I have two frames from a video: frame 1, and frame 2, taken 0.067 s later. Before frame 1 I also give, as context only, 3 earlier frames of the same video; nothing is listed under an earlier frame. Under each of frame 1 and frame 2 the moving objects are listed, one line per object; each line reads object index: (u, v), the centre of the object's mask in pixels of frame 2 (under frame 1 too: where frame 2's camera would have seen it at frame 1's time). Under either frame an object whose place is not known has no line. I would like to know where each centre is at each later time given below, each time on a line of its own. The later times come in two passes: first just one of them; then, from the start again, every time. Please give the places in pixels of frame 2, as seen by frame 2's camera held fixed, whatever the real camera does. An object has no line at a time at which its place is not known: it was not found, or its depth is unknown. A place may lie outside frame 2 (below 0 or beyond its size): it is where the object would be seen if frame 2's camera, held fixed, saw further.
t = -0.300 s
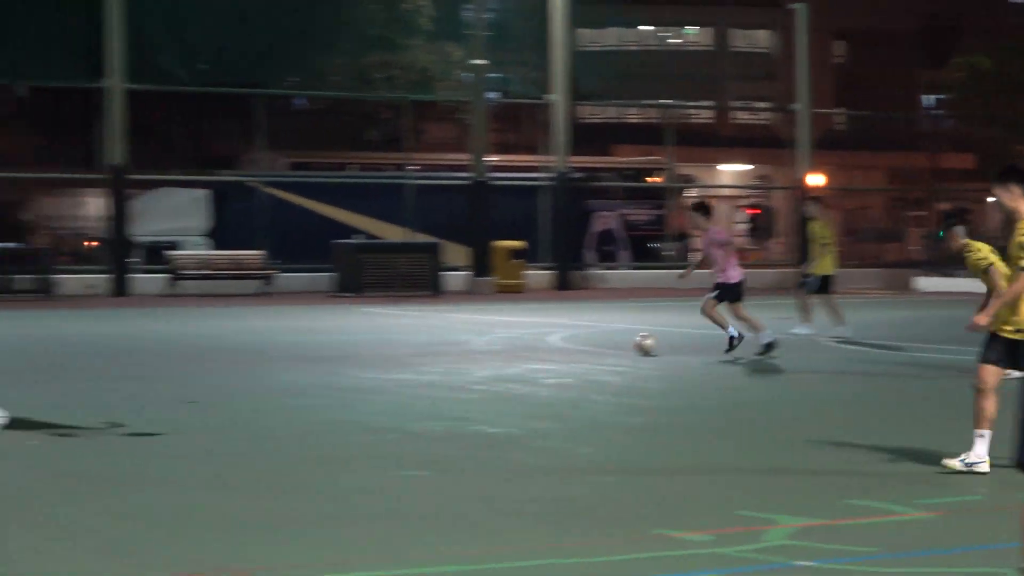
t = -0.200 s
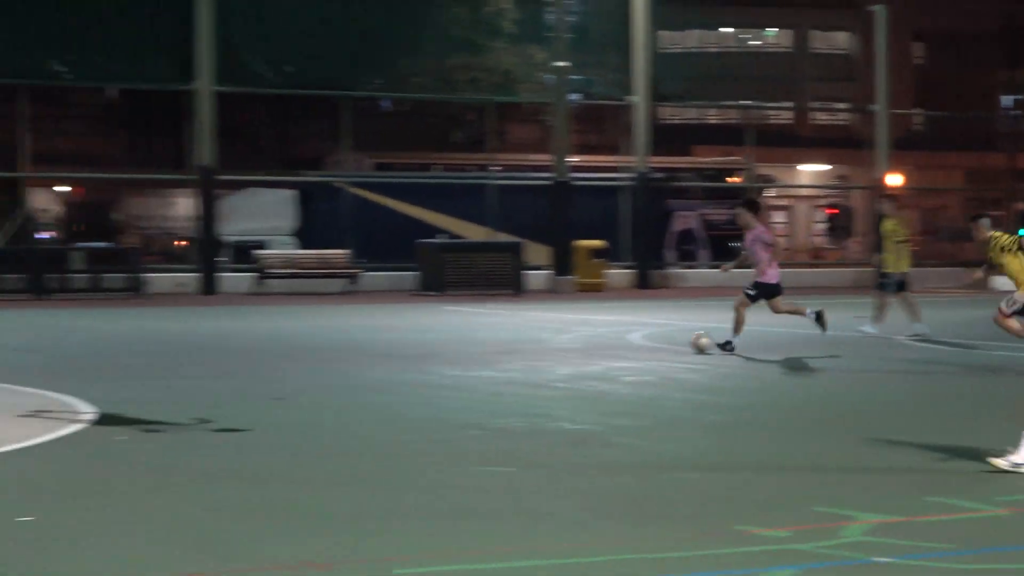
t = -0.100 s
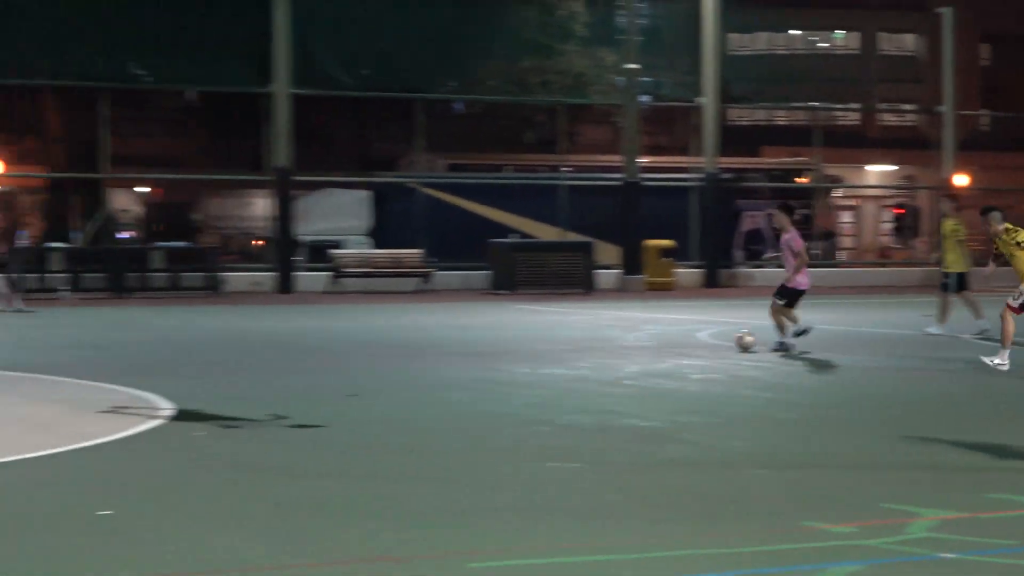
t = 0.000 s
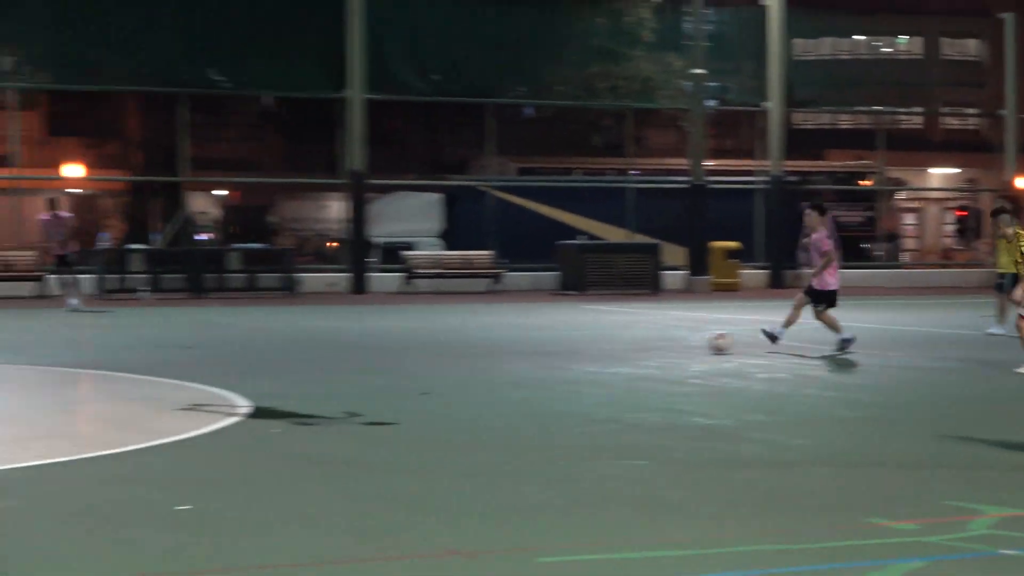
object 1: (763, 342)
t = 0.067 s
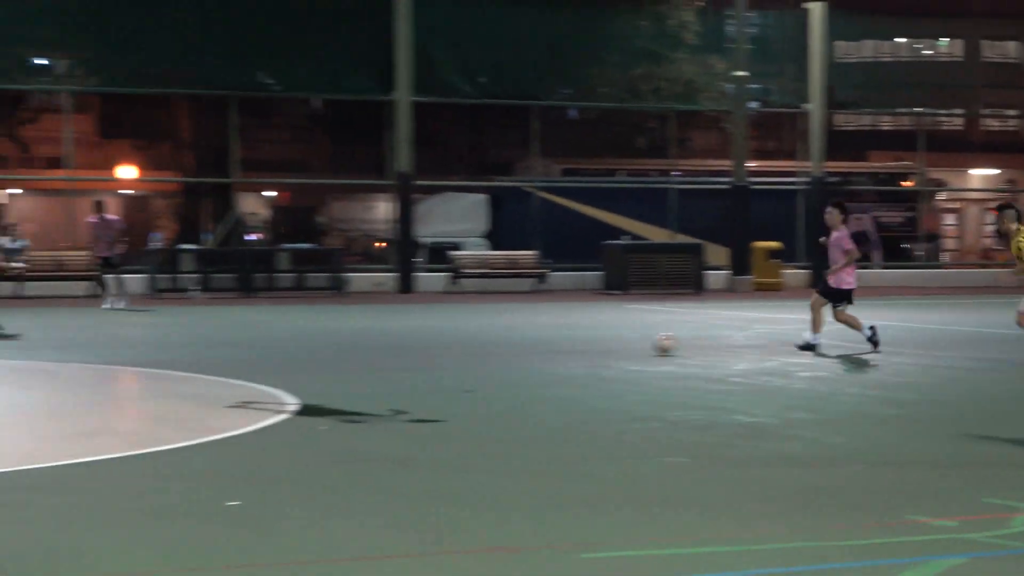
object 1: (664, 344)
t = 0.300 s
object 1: (323, 354)
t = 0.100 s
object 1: (616, 346)
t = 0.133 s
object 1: (567, 347)
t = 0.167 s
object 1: (518, 349)
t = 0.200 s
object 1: (471, 350)
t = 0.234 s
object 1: (422, 351)
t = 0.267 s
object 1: (372, 352)
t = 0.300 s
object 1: (323, 354)
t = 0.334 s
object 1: (272, 356)
